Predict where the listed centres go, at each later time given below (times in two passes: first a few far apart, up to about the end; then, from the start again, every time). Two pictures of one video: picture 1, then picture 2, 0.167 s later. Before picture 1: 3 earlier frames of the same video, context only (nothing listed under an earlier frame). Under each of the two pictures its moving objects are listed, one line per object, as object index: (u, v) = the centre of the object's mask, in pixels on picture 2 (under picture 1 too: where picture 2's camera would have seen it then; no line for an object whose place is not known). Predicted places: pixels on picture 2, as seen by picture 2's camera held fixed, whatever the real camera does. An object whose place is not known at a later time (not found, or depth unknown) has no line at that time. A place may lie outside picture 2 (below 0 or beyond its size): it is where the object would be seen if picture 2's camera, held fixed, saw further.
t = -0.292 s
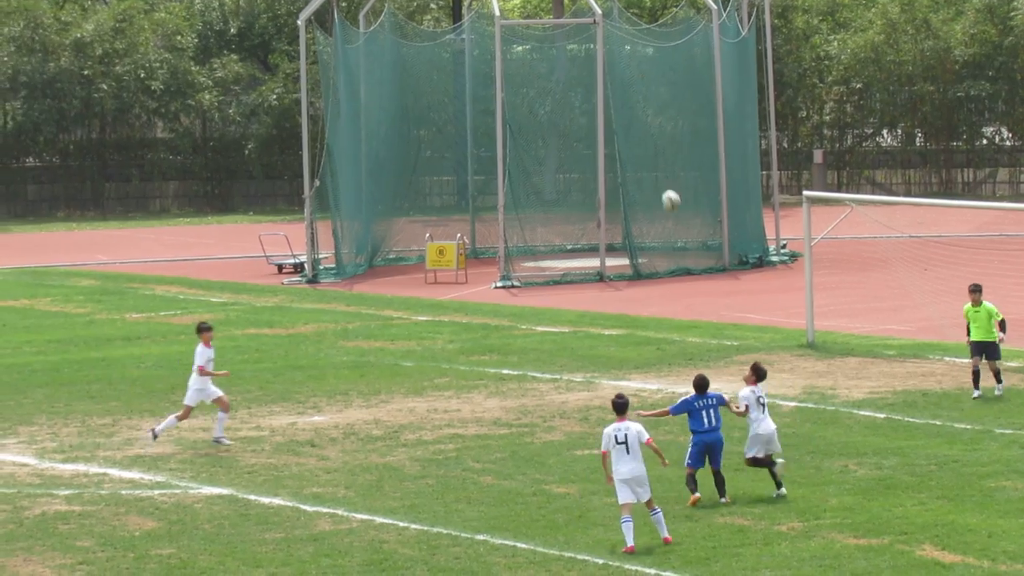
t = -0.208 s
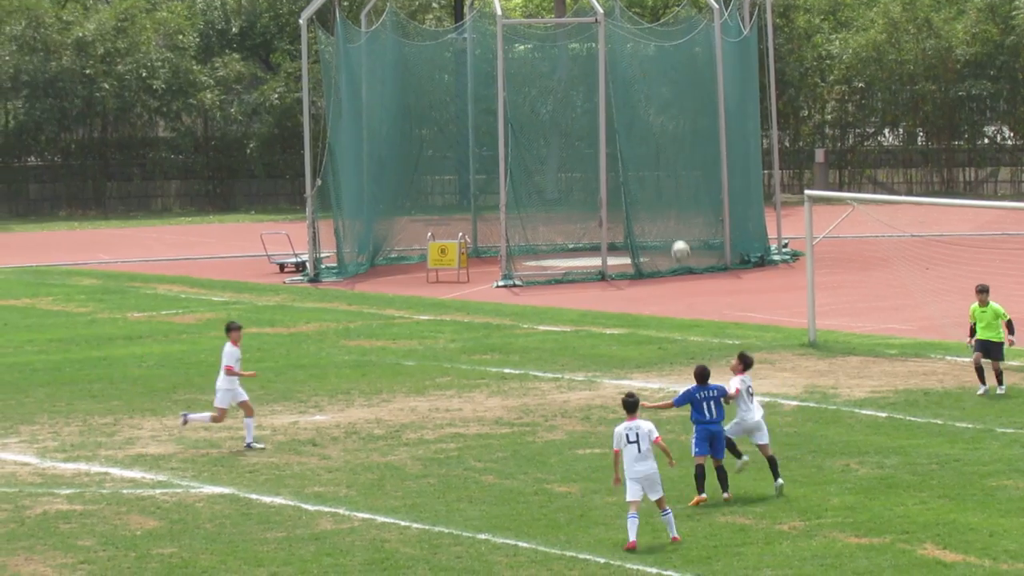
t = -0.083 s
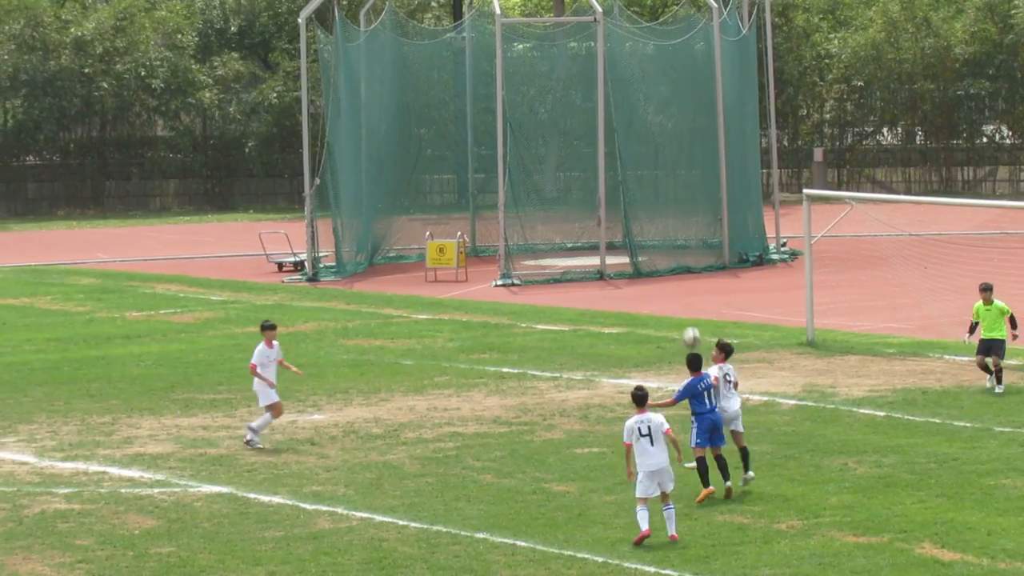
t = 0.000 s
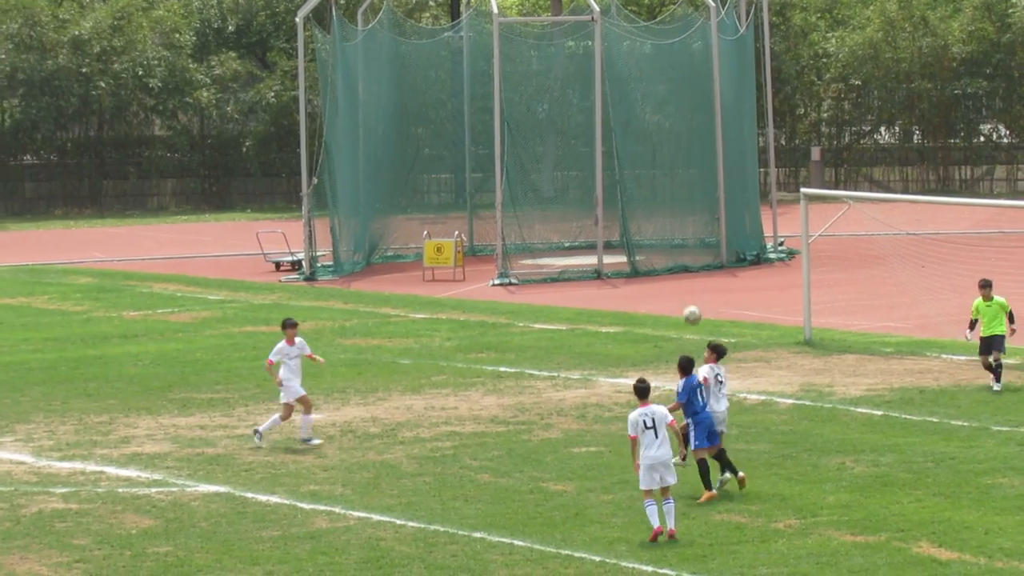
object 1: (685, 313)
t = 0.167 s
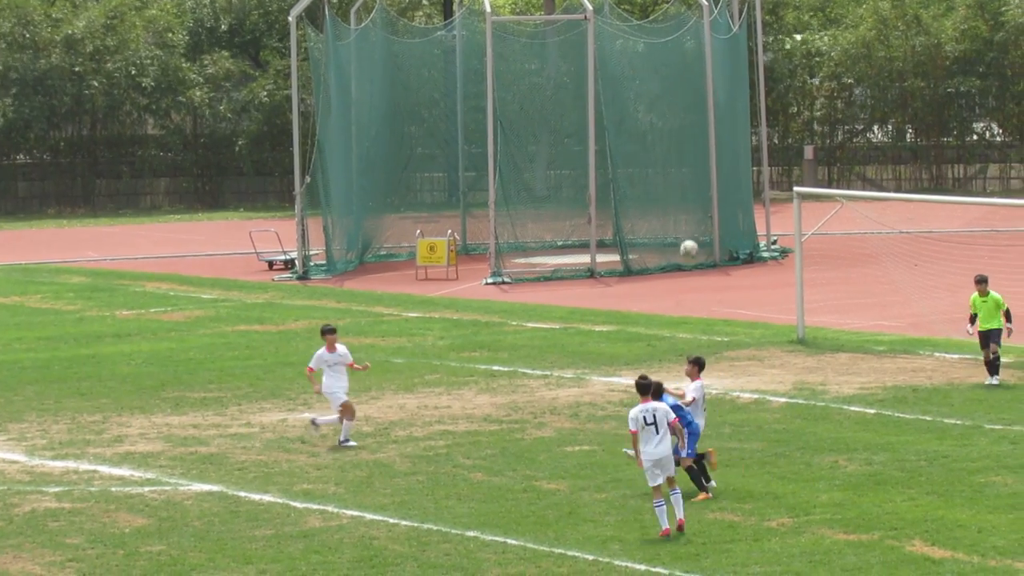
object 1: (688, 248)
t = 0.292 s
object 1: (693, 216)
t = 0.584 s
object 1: (704, 190)
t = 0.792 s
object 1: (714, 213)
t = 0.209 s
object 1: (690, 237)
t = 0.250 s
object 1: (691, 225)
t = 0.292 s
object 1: (693, 216)
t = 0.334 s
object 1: (695, 207)
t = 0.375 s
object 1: (696, 201)
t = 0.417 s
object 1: (698, 197)
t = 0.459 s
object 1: (700, 193)
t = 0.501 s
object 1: (701, 190)
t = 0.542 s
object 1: (703, 189)
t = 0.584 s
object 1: (704, 190)
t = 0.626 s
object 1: (706, 191)
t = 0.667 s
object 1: (708, 195)
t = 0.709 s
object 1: (710, 199)
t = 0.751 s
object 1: (712, 206)
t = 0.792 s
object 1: (714, 213)
